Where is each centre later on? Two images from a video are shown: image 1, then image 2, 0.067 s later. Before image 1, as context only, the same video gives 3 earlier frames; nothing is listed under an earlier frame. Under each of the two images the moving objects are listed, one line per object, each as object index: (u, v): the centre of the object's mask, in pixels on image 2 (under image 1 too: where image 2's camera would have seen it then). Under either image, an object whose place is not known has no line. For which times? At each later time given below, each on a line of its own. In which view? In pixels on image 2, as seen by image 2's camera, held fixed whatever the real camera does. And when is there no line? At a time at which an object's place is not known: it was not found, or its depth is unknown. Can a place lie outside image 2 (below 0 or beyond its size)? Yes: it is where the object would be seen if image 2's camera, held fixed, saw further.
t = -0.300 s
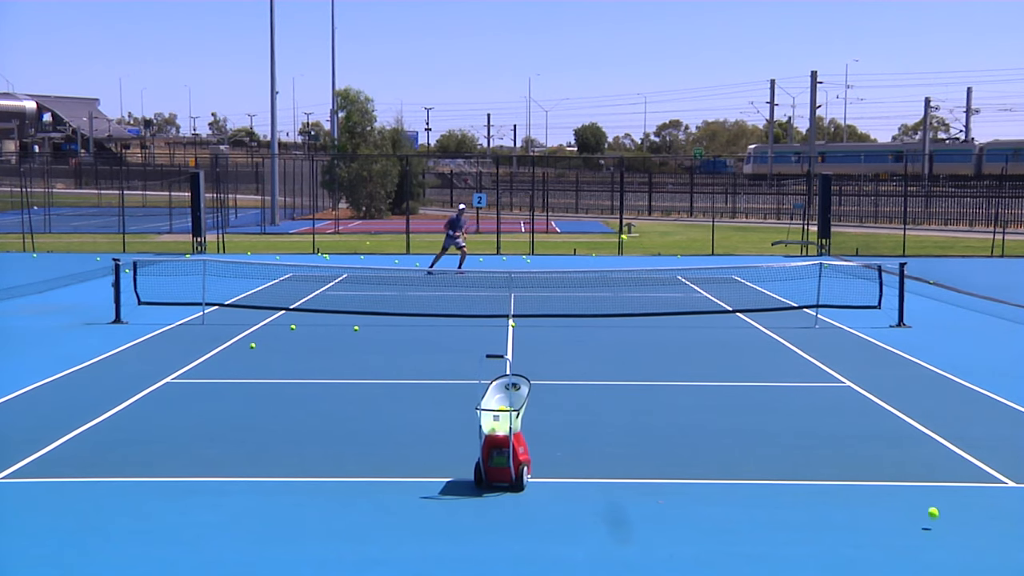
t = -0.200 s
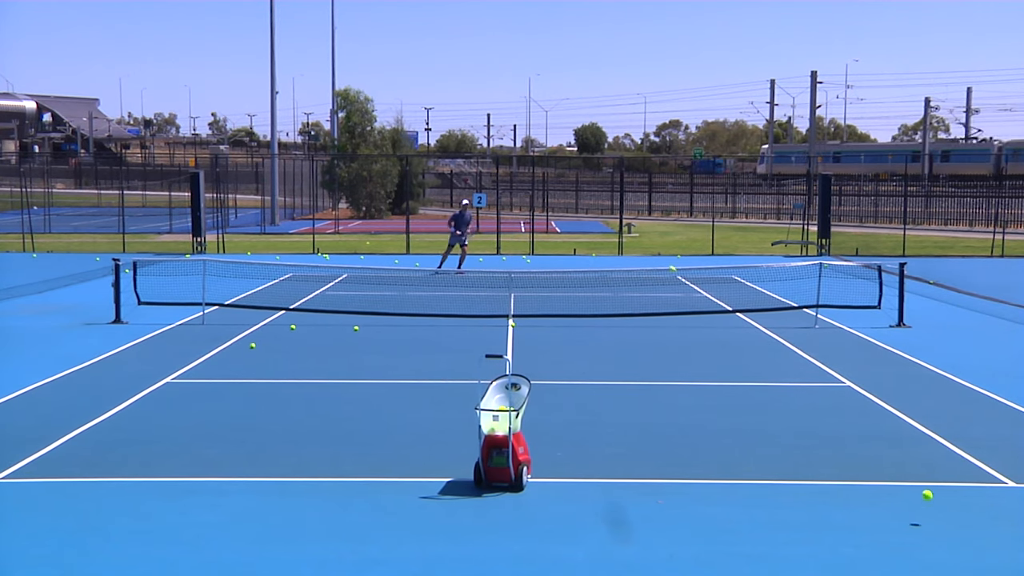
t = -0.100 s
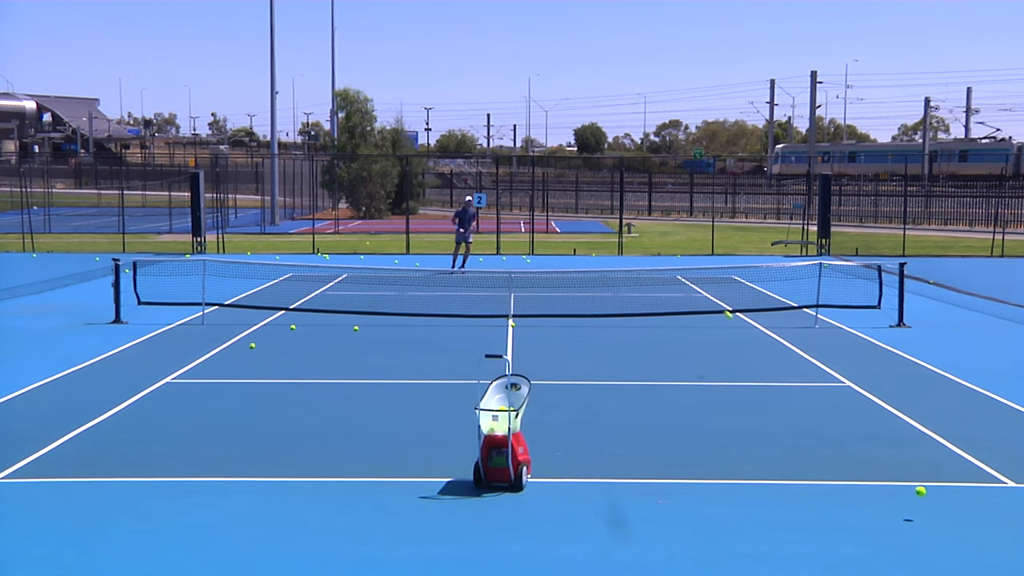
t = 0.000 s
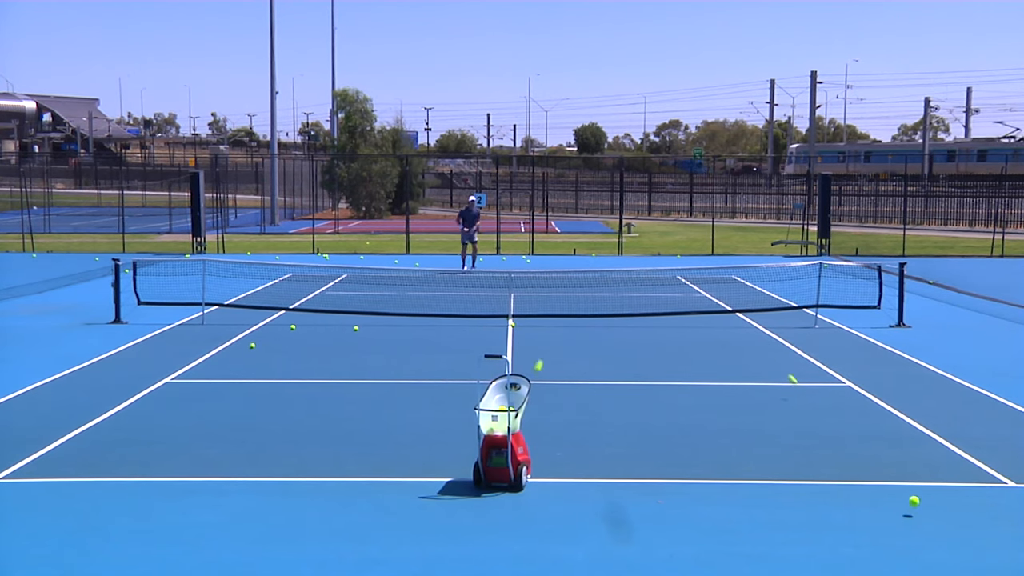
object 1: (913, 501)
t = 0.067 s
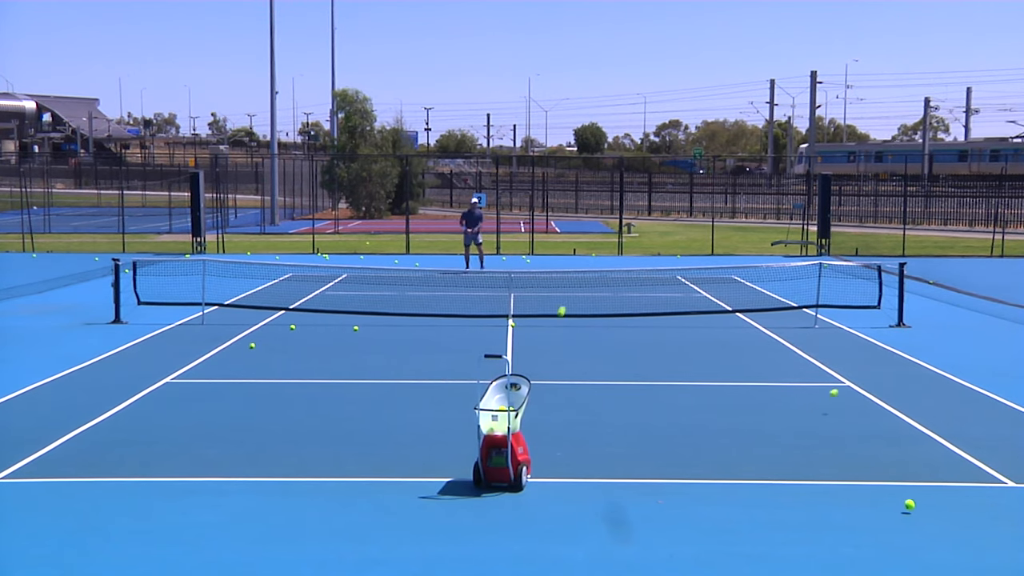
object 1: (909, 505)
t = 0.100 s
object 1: (907, 497)
